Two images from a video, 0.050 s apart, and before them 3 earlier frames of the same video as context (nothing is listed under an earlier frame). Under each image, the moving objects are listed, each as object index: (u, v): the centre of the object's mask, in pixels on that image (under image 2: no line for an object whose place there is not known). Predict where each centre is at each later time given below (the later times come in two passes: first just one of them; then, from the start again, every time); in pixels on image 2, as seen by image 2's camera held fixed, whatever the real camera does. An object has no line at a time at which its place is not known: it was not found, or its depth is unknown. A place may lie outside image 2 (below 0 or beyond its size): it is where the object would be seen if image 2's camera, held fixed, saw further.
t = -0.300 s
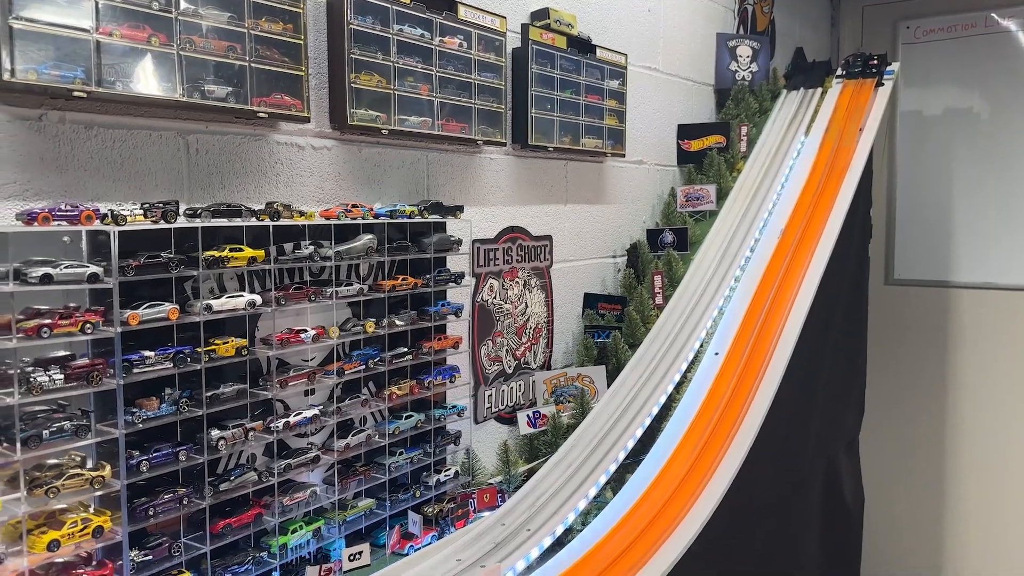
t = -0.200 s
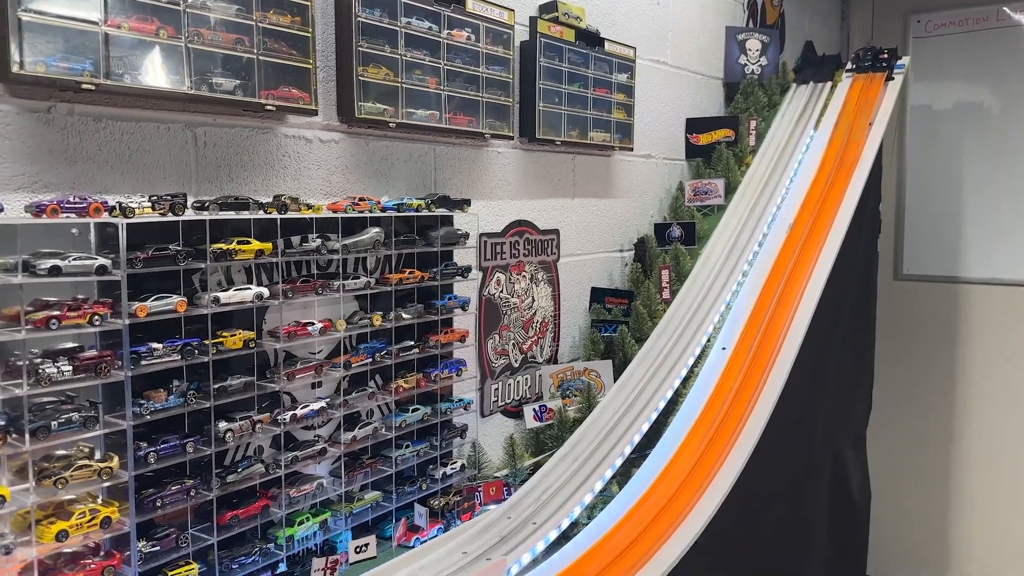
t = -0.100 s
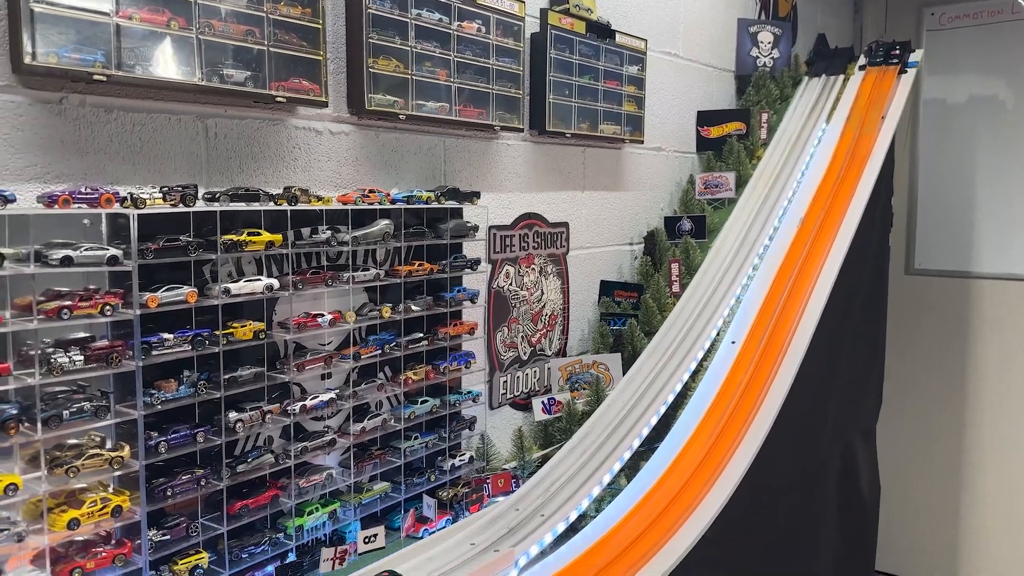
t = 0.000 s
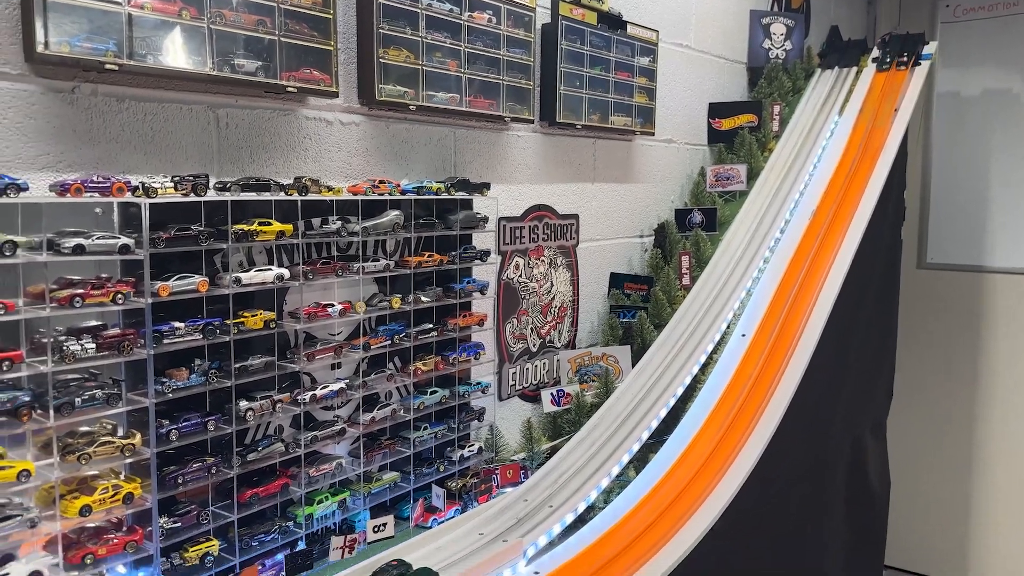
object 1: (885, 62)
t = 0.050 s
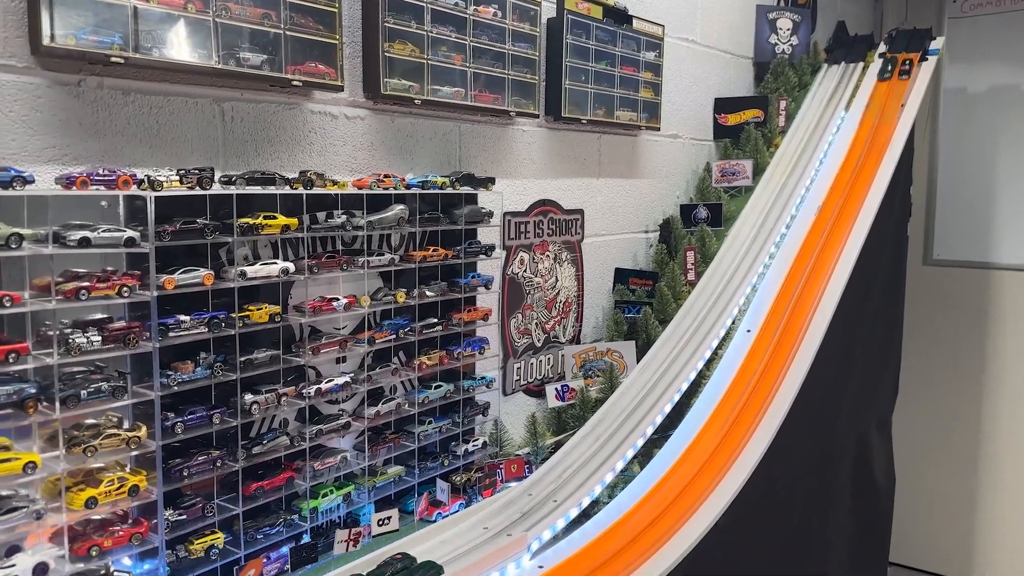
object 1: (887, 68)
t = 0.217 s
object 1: (854, 151)
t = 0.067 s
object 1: (885, 74)
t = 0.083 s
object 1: (882, 80)
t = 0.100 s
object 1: (880, 87)
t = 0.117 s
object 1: (876, 95)
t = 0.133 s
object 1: (874, 102)
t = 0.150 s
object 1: (870, 111)
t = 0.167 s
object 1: (867, 120)
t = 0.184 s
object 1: (863, 129)
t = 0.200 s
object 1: (859, 140)
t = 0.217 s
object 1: (854, 151)
